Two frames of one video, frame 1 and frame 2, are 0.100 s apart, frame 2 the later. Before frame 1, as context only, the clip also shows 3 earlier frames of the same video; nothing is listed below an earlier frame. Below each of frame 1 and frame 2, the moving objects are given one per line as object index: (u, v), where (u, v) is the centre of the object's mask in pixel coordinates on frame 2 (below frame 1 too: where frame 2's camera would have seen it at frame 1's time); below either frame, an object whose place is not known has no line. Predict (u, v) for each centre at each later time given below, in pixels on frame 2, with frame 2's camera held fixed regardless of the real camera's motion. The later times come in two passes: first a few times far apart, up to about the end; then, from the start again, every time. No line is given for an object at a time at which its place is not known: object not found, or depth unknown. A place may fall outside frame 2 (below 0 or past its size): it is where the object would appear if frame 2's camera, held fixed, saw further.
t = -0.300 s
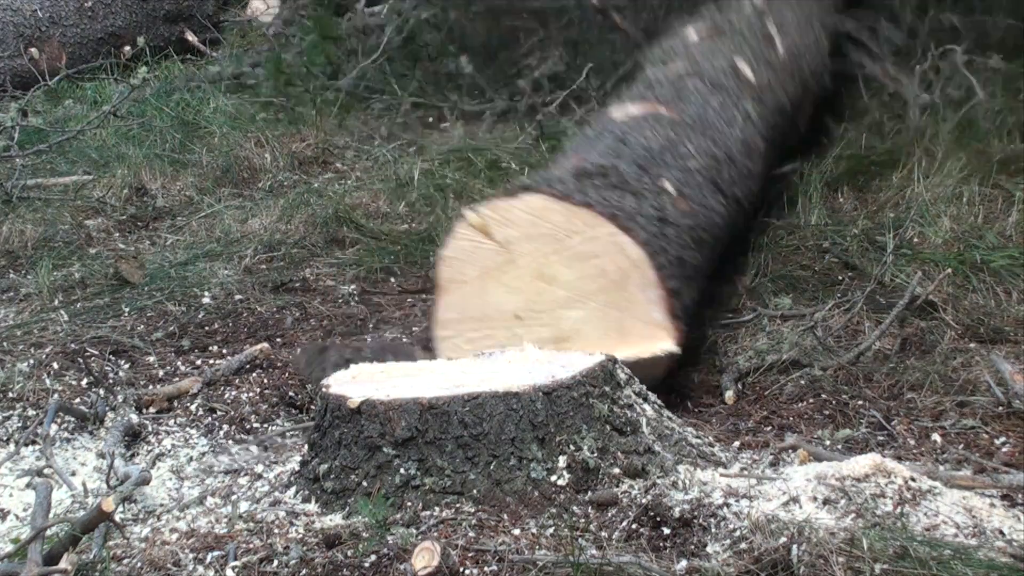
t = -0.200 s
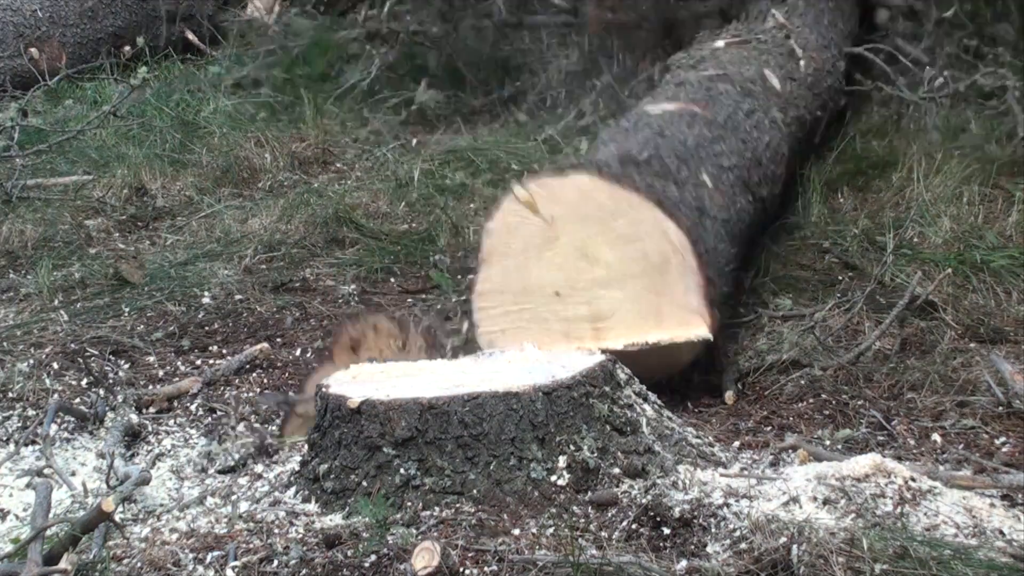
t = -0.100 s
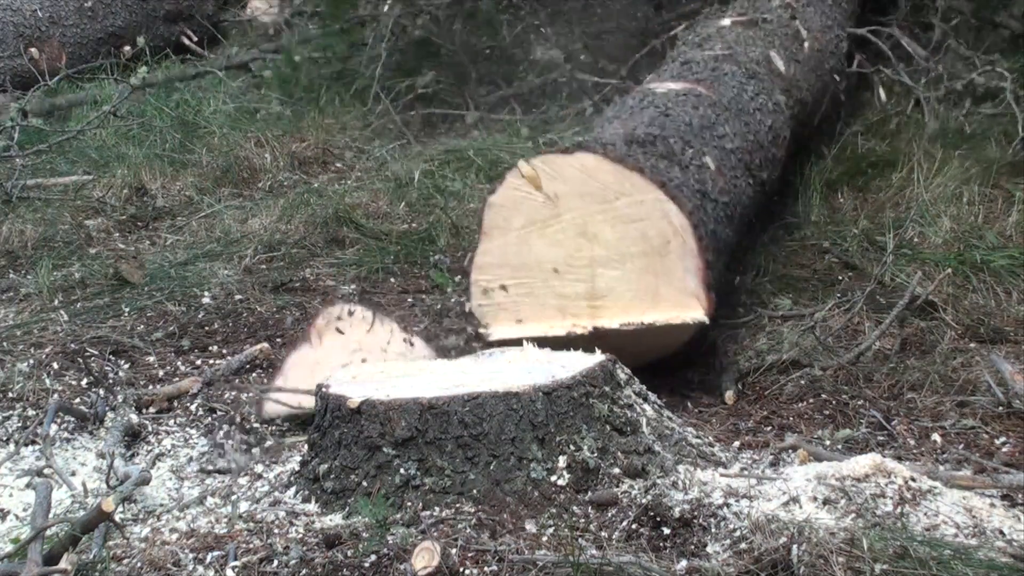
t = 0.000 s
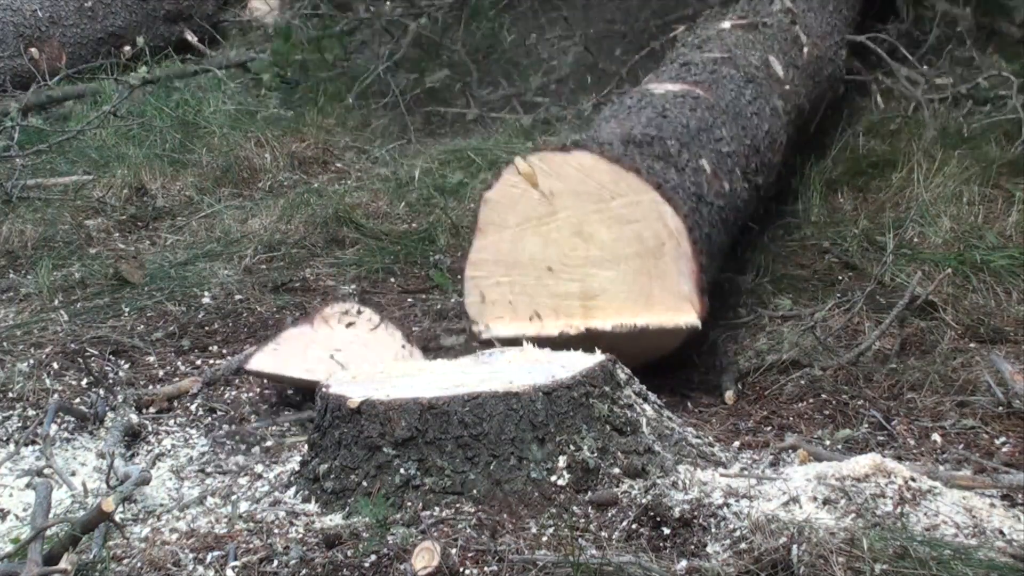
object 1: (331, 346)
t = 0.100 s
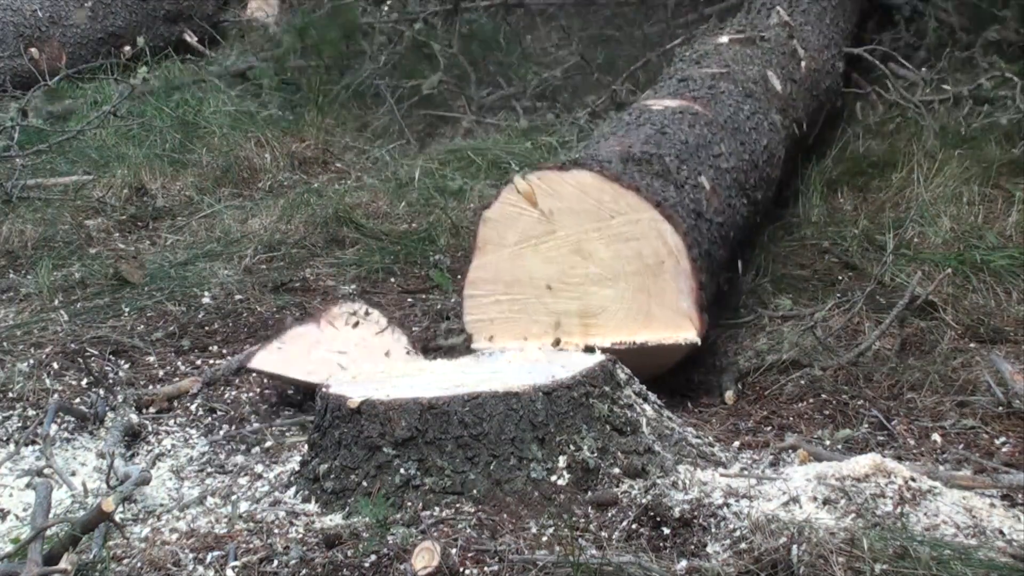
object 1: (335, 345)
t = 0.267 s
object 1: (321, 363)
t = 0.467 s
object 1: (317, 369)
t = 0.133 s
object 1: (332, 347)
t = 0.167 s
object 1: (327, 352)
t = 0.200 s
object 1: (323, 359)
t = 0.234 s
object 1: (321, 363)
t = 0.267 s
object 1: (321, 363)
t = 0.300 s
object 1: (319, 367)
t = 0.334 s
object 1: (318, 368)
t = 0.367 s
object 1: (319, 368)
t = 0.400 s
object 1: (318, 368)
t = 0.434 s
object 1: (317, 368)
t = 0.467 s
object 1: (317, 369)
